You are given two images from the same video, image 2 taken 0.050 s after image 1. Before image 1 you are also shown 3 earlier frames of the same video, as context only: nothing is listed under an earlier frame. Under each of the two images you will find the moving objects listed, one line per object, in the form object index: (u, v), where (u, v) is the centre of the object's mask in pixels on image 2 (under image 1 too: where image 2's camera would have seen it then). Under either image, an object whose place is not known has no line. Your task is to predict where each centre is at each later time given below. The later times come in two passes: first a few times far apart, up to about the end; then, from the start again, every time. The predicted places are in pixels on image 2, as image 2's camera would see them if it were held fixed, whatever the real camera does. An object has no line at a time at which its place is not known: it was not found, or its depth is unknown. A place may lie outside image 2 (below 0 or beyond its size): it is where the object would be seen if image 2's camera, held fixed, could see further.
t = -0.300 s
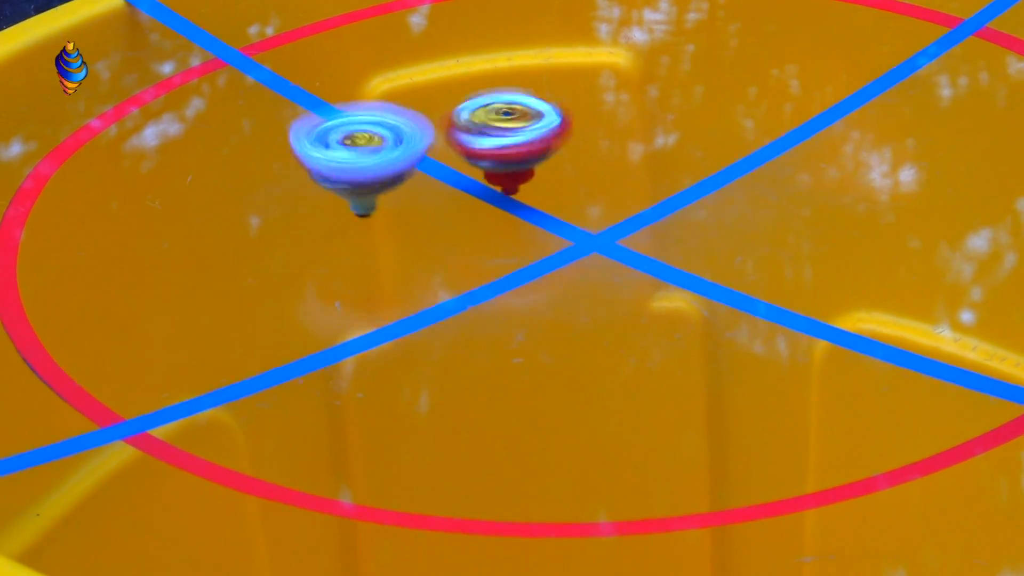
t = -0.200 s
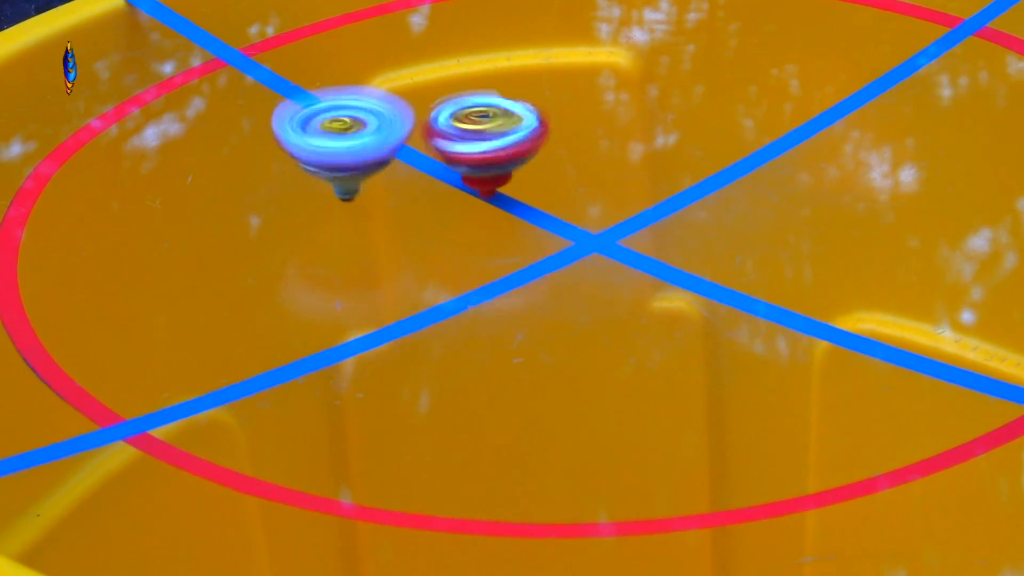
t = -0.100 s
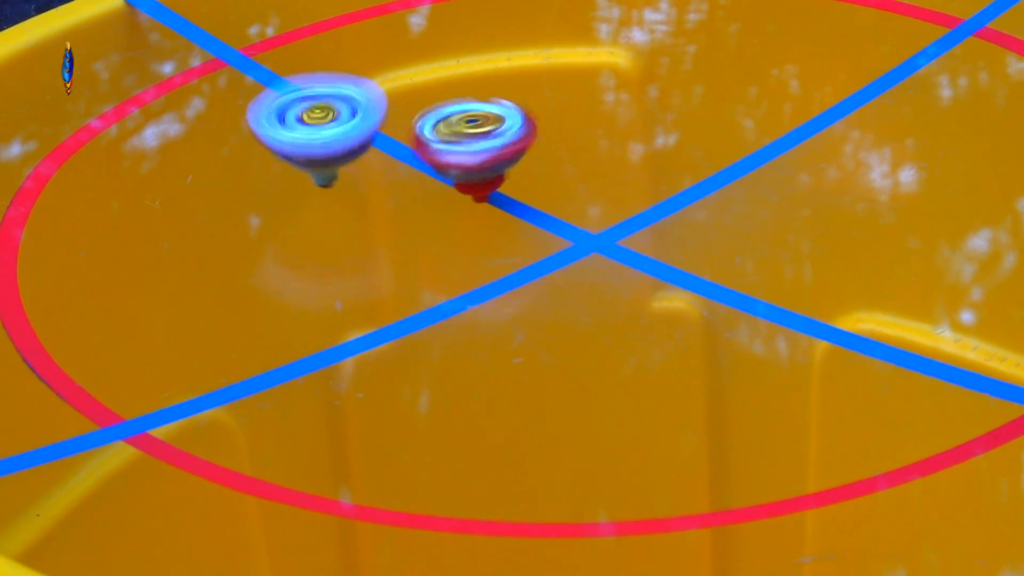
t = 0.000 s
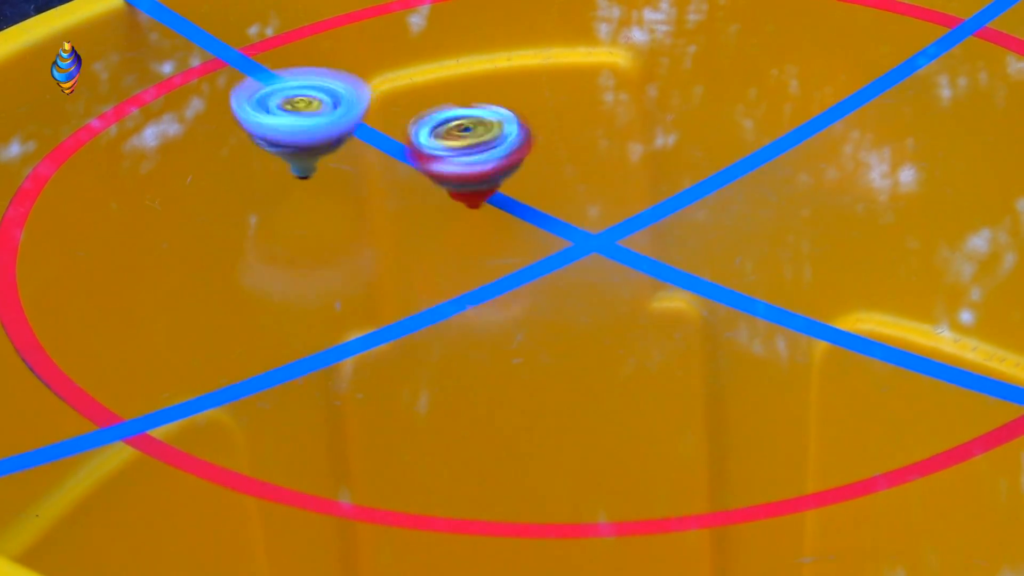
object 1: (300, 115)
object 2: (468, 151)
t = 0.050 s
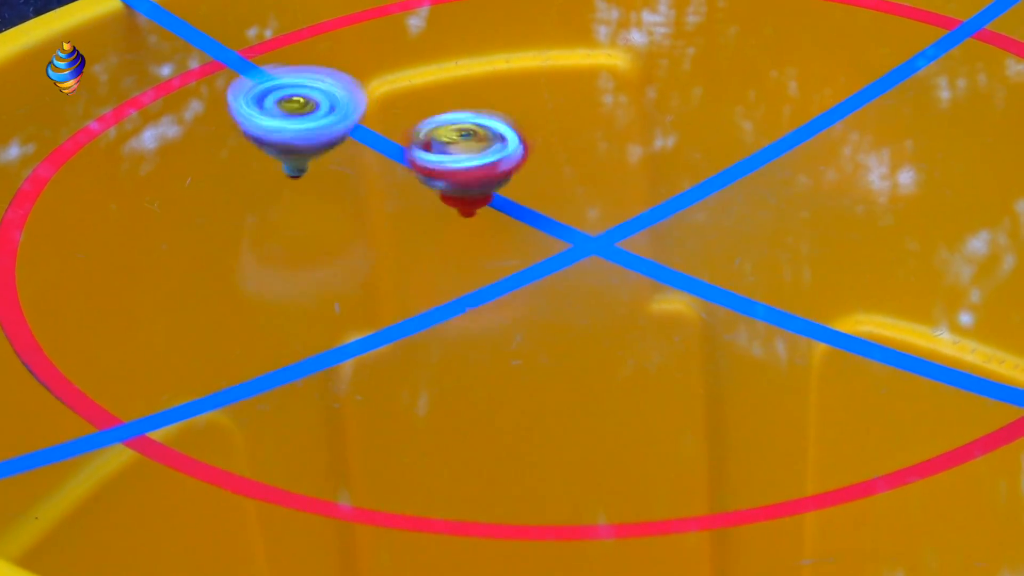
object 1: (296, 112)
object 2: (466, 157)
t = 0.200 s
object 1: (292, 113)
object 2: (459, 176)
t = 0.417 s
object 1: (313, 124)
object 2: (455, 211)
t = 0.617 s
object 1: (359, 155)
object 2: (466, 245)
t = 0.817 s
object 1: (420, 190)
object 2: (490, 274)
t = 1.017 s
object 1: (481, 217)
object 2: (519, 294)
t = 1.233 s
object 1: (511, 206)
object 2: (574, 346)
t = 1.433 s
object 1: (524, 195)
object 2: (603, 372)
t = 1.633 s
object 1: (528, 183)
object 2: (608, 379)
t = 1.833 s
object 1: (528, 181)
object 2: (604, 352)
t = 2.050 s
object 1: (516, 181)
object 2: (590, 304)
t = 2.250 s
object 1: (513, 188)
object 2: (590, 255)
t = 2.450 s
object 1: (497, 177)
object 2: (637, 240)
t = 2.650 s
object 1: (490, 166)
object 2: (664, 255)
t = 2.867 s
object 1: (485, 168)
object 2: (646, 265)
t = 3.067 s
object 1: (480, 179)
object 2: (605, 257)
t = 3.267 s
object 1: (469, 177)
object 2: (562, 252)
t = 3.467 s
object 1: (430, 173)
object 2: (538, 259)
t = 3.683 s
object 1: (394, 184)
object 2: (511, 261)
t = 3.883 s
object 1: (392, 201)
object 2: (518, 240)
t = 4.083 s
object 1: (382, 214)
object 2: (589, 226)
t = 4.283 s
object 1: (404, 214)
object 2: (655, 213)
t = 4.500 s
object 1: (451, 214)
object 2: (691, 213)
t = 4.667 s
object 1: (472, 200)
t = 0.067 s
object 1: (293, 113)
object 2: (464, 159)
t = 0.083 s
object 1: (292, 111)
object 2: (465, 162)
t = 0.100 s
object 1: (294, 110)
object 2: (463, 163)
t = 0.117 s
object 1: (293, 113)
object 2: (462, 166)
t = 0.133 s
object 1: (289, 113)
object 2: (462, 167)
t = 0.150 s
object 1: (288, 111)
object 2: (463, 168)
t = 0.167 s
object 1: (291, 110)
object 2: (461, 171)
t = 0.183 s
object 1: (293, 113)
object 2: (460, 174)
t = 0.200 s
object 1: (292, 113)
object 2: (459, 176)
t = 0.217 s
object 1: (293, 113)
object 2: (459, 177)
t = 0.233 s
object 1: (294, 114)
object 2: (458, 180)
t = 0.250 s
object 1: (295, 115)
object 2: (458, 184)
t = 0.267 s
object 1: (296, 116)
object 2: (457, 185)
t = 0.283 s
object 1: (298, 115)
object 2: (456, 187)
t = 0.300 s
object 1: (301, 118)
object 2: (455, 191)
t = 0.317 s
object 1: (300, 120)
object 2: (456, 194)
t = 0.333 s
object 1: (300, 119)
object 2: (455, 196)
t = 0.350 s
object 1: (304, 119)
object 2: (455, 199)
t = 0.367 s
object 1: (308, 122)
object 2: (455, 202)
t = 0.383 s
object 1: (308, 124)
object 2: (454, 205)
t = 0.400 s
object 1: (308, 124)
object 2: (455, 209)
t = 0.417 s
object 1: (313, 124)
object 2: (455, 211)
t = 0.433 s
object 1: (317, 128)
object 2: (456, 213)
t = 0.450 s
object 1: (319, 129)
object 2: (456, 216)
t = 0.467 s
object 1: (323, 130)
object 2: (458, 220)
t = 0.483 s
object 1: (328, 133)
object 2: (458, 222)
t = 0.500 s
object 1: (332, 136)
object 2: (458, 224)
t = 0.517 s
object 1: (336, 139)
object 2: (459, 228)
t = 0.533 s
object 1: (339, 141)
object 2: (461, 231)
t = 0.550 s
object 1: (345, 144)
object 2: (461, 233)
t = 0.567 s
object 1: (350, 147)
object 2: (462, 235)
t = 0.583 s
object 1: (353, 151)
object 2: (464, 240)
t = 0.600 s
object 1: (355, 153)
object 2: (464, 242)
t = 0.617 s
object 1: (359, 155)
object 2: (466, 245)
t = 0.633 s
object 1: (365, 158)
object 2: (466, 248)
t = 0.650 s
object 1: (370, 162)
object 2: (470, 251)
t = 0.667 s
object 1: (372, 164)
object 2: (471, 252)
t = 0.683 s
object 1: (377, 166)
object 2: (472, 256)
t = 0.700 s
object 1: (383, 169)
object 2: (475, 259)
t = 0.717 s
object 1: (389, 173)
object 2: (478, 259)
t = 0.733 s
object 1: (393, 176)
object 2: (480, 262)
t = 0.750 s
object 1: (398, 179)
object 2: (481, 265)
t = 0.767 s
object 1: (403, 182)
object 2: (485, 267)
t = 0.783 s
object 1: (409, 185)
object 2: (487, 267)
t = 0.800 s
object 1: (414, 187)
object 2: (488, 270)
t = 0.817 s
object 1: (420, 190)
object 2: (490, 274)
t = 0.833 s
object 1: (425, 193)
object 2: (494, 275)
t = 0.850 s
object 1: (430, 196)
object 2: (495, 276)
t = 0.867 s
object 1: (435, 196)
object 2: (497, 278)
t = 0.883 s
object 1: (440, 199)
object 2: (500, 281)
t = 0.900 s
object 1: (446, 202)
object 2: (501, 282)
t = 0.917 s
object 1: (452, 204)
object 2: (503, 285)
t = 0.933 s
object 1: (457, 207)
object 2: (505, 287)
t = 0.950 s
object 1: (462, 207)
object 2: (508, 287)
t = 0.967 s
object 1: (468, 210)
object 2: (509, 289)
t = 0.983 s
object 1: (475, 213)
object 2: (511, 291)
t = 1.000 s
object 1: (480, 216)
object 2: (514, 294)
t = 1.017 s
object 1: (481, 217)
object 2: (519, 294)
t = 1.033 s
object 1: (482, 217)
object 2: (524, 300)
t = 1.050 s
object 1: (487, 217)
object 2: (528, 306)
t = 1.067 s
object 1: (490, 217)
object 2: (535, 308)
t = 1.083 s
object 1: (492, 216)
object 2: (539, 311)
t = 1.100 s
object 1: (496, 214)
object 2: (542, 314)
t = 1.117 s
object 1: (499, 215)
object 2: (546, 320)
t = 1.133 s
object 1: (501, 216)
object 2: (550, 322)
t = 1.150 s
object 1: (500, 214)
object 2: (554, 327)
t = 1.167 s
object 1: (502, 210)
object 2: (557, 330)
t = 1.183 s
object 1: (508, 210)
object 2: (562, 334)
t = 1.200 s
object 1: (508, 210)
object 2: (567, 338)
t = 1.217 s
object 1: (509, 208)
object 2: (570, 342)
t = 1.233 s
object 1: (511, 206)
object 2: (574, 346)
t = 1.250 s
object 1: (514, 204)
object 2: (577, 349)
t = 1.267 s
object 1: (517, 205)
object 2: (582, 351)
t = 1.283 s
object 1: (516, 205)
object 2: (584, 354)
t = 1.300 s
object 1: (515, 203)
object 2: (586, 357)
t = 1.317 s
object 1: (518, 200)
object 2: (589, 361)
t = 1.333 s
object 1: (522, 200)
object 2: (592, 362)
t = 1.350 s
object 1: (522, 201)
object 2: (595, 363)
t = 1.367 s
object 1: (522, 199)
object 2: (596, 366)
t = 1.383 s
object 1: (522, 197)
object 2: (599, 369)
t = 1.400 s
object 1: (525, 195)
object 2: (601, 371)
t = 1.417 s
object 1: (525, 197)
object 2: (601, 369)
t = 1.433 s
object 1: (524, 195)
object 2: (603, 372)
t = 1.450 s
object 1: (526, 193)
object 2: (604, 375)
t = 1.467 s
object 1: (526, 193)
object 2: (607, 377)
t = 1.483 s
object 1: (525, 191)
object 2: (609, 376)
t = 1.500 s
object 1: (527, 191)
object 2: (607, 375)
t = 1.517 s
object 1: (525, 190)
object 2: (607, 377)
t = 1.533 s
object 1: (526, 188)
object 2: (608, 379)
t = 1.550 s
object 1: (528, 186)
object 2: (608, 380)
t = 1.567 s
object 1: (528, 187)
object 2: (611, 378)
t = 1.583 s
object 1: (529, 187)
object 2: (608, 376)
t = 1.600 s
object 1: (528, 185)
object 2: (607, 376)
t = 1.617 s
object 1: (527, 185)
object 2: (605, 378)
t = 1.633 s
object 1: (528, 183)
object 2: (608, 379)
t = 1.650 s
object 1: (530, 183)
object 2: (610, 375)
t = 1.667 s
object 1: (529, 184)
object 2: (609, 371)
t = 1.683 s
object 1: (527, 183)
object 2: (608, 370)
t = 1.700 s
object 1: (525, 181)
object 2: (605, 371)
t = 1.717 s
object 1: (530, 180)
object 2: (606, 371)
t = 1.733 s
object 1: (533, 181)
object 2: (607, 368)
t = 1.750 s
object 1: (530, 182)
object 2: (606, 363)
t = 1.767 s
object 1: (528, 182)
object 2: (605, 361)
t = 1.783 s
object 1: (524, 180)
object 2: (603, 361)
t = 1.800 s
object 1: (527, 178)
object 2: (602, 360)
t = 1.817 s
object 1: (530, 179)
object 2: (603, 356)
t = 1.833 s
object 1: (528, 181)
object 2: (604, 352)
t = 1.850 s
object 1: (526, 181)
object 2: (604, 349)
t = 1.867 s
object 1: (523, 180)
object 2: (600, 347)
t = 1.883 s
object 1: (525, 178)
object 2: (599, 344)
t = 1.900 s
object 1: (528, 179)
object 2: (600, 340)
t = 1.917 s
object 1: (526, 181)
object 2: (600, 335)
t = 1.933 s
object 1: (523, 181)
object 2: (599, 332)
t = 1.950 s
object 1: (519, 180)
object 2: (596, 328)
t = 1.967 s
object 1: (522, 178)
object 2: (595, 324)
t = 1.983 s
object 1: (525, 180)
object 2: (594, 320)
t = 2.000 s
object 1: (523, 182)
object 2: (592, 315)
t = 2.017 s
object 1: (520, 183)
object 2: (591, 312)
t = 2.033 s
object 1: (516, 182)
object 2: (590, 308)
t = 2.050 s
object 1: (516, 181)
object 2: (590, 304)
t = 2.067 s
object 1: (520, 182)
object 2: (589, 300)
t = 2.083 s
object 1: (521, 183)
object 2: (587, 295)
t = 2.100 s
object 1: (519, 185)
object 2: (586, 292)
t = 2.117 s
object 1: (516, 185)
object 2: (586, 288)
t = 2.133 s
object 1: (514, 183)
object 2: (585, 283)
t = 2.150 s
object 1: (517, 184)
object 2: (584, 279)
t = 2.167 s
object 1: (517, 184)
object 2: (585, 274)
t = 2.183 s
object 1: (516, 187)
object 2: (586, 271)
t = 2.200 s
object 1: (511, 186)
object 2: (587, 267)
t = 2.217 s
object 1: (511, 184)
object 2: (588, 262)
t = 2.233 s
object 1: (514, 186)
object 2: (588, 259)
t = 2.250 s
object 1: (513, 188)
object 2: (590, 255)
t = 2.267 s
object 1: (512, 190)
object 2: (594, 250)
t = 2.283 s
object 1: (508, 190)
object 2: (596, 247)
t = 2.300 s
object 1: (507, 187)
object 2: (599, 243)
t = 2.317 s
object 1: (508, 187)
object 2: (603, 242)
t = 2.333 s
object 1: (507, 187)
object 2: (605, 241)
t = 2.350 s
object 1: (505, 185)
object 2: (607, 241)
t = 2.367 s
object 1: (503, 184)
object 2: (611, 241)
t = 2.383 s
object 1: (502, 182)
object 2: (615, 242)
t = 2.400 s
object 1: (502, 180)
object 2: (621, 243)
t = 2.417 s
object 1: (501, 178)
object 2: (627, 243)
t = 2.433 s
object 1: (501, 178)
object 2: (634, 241)
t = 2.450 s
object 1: (497, 177)
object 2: (637, 240)
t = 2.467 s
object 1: (497, 174)
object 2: (640, 241)
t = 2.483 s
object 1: (498, 173)
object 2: (642, 243)
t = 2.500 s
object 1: (499, 172)
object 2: (643, 244)
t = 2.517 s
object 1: (496, 173)
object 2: (647, 246)
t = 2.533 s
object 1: (494, 171)
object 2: (651, 246)
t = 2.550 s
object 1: (493, 169)
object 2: (656, 246)
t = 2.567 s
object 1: (492, 168)
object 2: (657, 246)
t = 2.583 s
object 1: (495, 169)
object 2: (658, 248)
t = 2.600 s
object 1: (492, 169)
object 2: (658, 249)
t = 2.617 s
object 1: (490, 168)
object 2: (658, 252)
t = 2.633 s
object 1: (488, 167)
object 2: (660, 253)
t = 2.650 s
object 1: (490, 166)
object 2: (664, 255)
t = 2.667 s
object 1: (491, 166)
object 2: (665, 253)
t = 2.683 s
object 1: (487, 168)
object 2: (664, 253)
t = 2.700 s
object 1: (485, 166)
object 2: (661, 255)
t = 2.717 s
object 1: (482, 165)
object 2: (660, 257)
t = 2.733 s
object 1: (486, 164)
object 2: (660, 258)
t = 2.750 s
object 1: (489, 165)
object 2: (661, 259)
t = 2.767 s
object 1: (488, 166)
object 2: (660, 260)
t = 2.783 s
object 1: (486, 167)
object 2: (660, 259)
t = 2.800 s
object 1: (481, 168)
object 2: (654, 259)
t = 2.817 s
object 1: (481, 166)
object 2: (650, 262)
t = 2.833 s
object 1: (482, 166)
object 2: (649, 263)
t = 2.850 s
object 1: (485, 167)
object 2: (648, 264)
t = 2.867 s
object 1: (485, 168)
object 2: (646, 265)
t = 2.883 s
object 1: (481, 170)
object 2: (646, 264)
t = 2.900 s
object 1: (480, 170)
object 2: (641, 261)
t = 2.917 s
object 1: (479, 169)
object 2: (636, 263)
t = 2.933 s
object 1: (482, 170)
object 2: (633, 264)
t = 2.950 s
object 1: (483, 171)
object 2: (630, 265)
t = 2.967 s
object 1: (482, 173)
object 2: (629, 265)
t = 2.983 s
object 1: (479, 174)
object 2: (627, 264)
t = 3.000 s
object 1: (479, 172)
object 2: (622, 261)
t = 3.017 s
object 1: (483, 174)
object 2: (618, 258)
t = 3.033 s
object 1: (484, 176)
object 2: (613, 259)
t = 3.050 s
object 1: (483, 177)
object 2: (607, 258)
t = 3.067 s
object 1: (480, 179)
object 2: (605, 257)
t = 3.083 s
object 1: (482, 178)
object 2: (601, 257)
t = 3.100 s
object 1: (484, 178)
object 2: (596, 254)
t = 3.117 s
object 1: (487, 181)
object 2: (591, 251)
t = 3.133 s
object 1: (486, 183)
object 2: (584, 250)
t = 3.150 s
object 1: (485, 184)
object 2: (578, 249)
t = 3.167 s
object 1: (485, 183)
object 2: (574, 248)
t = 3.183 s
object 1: (486, 182)
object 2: (570, 248)
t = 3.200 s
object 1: (483, 183)
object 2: (569, 247)
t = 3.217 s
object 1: (480, 181)
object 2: (567, 246)
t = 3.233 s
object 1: (475, 180)
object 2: (564, 248)
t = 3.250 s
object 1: (472, 178)
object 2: (562, 250)
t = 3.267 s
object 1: (469, 177)
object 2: (562, 252)
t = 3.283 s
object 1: (469, 176)
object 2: (562, 254)
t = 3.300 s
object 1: (468, 175)
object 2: (561, 254)
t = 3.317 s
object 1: (464, 175)
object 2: (558, 254)
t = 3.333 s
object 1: (460, 175)
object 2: (557, 253)
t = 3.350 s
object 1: (451, 174)
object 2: (554, 254)
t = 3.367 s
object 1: (447, 172)
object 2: (551, 256)
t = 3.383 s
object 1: (444, 172)
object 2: (550, 257)
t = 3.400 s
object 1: (444, 172)
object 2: (547, 256)
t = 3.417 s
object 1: (444, 171)
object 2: (545, 257)
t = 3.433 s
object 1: (441, 172)
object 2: (541, 259)
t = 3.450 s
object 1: (435, 173)
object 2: (538, 260)
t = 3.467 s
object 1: (430, 173)
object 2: (538, 259)
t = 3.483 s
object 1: (426, 173)
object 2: (534, 259)
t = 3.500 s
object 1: (424, 173)
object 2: (531, 259)
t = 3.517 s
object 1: (422, 173)
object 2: (528, 262)
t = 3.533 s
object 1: (420, 174)
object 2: (526, 263)
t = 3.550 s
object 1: (415, 177)
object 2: (525, 263)
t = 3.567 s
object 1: (410, 177)
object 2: (524, 263)
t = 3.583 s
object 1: (407, 177)
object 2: (525, 262)
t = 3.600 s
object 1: (407, 178)
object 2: (522, 259)
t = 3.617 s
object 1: (406, 179)
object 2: (519, 258)
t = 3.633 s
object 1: (404, 180)
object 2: (516, 258)
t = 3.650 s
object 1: (400, 183)
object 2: (511, 260)
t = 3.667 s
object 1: (397, 184)
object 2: (511, 260)
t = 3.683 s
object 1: (394, 184)
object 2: (511, 261)
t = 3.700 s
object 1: (395, 185)
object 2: (512, 259)
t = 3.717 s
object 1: (396, 188)
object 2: (514, 256)
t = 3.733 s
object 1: (394, 189)
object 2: (514, 254)
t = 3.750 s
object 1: (391, 191)
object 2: (515, 253)
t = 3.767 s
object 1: (390, 191)
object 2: (512, 251)
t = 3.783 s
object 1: (389, 193)
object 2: (511, 249)
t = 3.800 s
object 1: (392, 194)
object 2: (510, 247)
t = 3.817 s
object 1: (393, 196)
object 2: (511, 248)
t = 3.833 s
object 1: (394, 197)
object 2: (515, 247)
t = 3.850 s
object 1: (392, 200)
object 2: (516, 244)
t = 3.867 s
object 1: (391, 201)
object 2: (518, 243)
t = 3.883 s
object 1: (392, 201)
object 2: (518, 240)
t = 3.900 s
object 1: (394, 202)
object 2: (519, 238)
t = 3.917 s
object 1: (396, 204)
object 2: (523, 237)
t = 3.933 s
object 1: (392, 205)
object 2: (529, 236)
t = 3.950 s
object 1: (387, 205)
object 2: (537, 234)
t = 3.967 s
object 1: (385, 205)
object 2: (544, 233)
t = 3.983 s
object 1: (386, 205)
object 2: (550, 233)
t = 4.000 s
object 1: (387, 208)
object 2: (556, 231)
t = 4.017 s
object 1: (388, 209)
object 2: (564, 229)
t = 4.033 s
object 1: (389, 210)
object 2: (571, 229)
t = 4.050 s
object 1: (387, 212)
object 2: (576, 228)
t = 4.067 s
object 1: (385, 213)
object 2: (583, 226)
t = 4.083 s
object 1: (382, 214)
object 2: (589, 226)
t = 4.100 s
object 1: (381, 214)
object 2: (593, 226)
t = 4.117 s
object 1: (381, 214)
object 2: (602, 225)
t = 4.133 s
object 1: (386, 213)
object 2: (610, 223)
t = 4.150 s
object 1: (389, 214)
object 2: (618, 222)
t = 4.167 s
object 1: (392, 216)
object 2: (623, 219)
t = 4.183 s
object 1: (392, 218)
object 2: (627, 218)
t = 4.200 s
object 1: (393, 219)
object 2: (631, 218)
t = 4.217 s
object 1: (392, 221)
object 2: (634, 217)
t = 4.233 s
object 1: (393, 220)
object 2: (640, 217)
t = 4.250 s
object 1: (396, 218)
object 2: (646, 216)
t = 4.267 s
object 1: (399, 216)
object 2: (653, 215)
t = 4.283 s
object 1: (404, 214)
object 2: (655, 213)
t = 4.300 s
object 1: (409, 215)
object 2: (658, 212)
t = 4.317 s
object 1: (414, 215)
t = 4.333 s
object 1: (417, 217)
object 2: (661, 212)
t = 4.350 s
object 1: (419, 218)
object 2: (665, 213)
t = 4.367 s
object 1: (422, 217)
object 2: (670, 213)
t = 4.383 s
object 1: (426, 215)
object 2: (675, 212)
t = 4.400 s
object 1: (428, 214)
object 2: (677, 210)
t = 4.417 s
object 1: (434, 212)
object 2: (678, 210)
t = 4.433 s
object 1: (439, 212)
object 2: (679, 212)
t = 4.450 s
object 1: (444, 213)
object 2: (681, 213)
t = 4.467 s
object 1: (448, 215)
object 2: (684, 214)
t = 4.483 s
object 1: (450, 214)
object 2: (688, 213)
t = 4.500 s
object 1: (451, 214)
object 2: (691, 213)
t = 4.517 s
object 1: (452, 212)
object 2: (691, 212)
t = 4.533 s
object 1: (454, 210)
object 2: (688, 212)
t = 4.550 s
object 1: (456, 209)
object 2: (688, 214)
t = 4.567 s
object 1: (460, 207)
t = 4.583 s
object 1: (465, 206)
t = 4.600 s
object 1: (468, 205)
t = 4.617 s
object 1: (470, 205)
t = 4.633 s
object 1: (470, 203)
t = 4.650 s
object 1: (470, 202)
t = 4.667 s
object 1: (472, 200)
